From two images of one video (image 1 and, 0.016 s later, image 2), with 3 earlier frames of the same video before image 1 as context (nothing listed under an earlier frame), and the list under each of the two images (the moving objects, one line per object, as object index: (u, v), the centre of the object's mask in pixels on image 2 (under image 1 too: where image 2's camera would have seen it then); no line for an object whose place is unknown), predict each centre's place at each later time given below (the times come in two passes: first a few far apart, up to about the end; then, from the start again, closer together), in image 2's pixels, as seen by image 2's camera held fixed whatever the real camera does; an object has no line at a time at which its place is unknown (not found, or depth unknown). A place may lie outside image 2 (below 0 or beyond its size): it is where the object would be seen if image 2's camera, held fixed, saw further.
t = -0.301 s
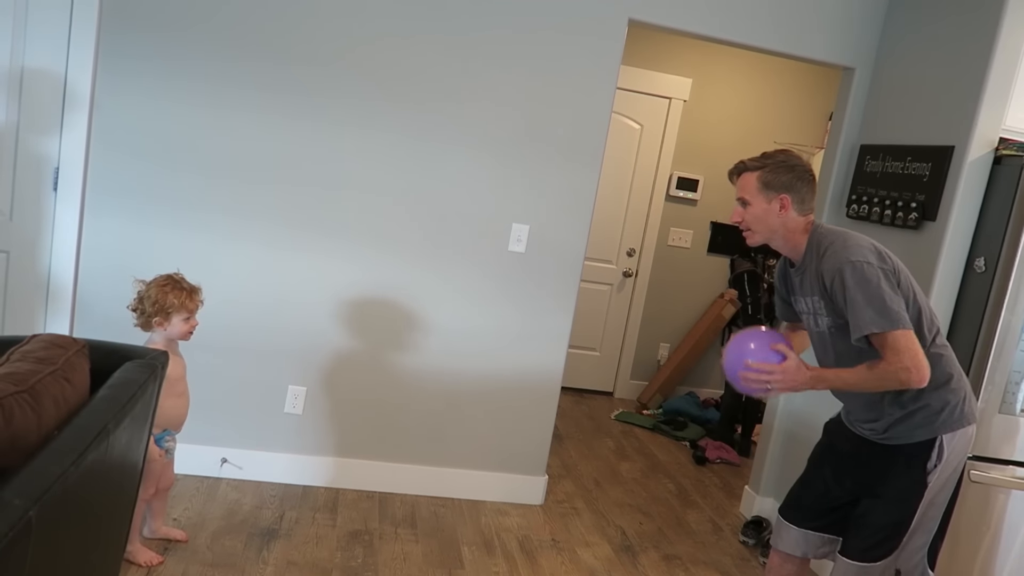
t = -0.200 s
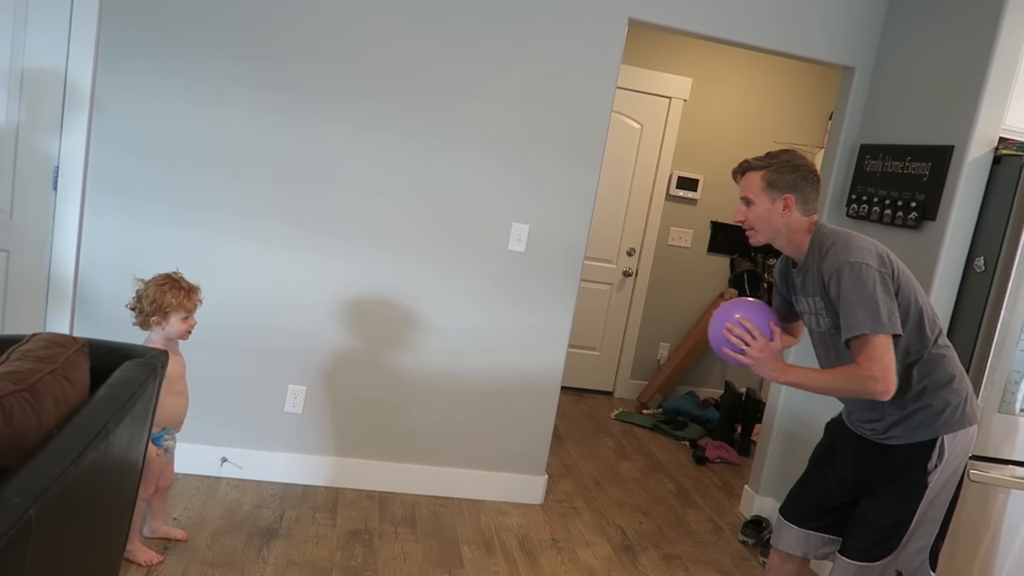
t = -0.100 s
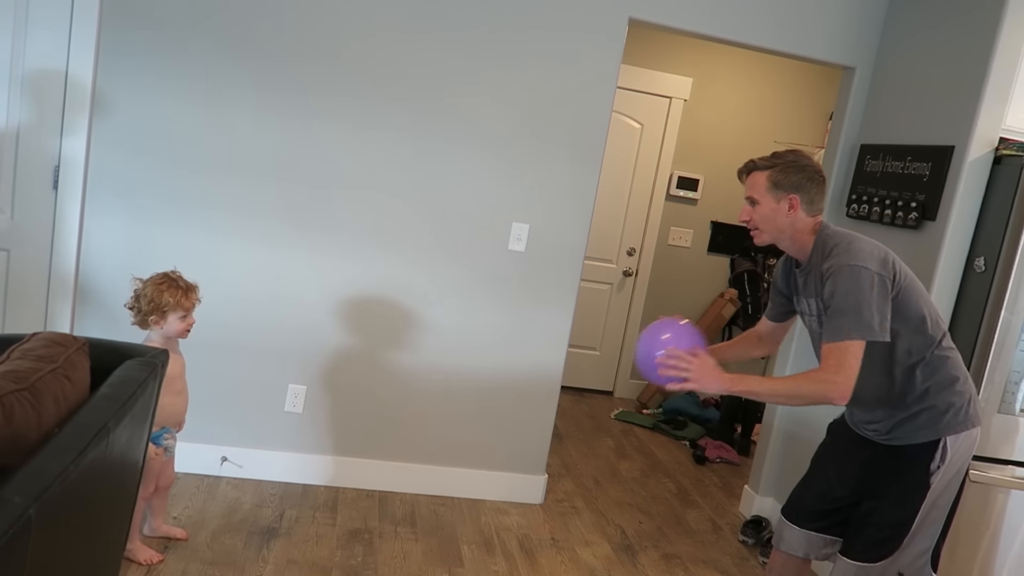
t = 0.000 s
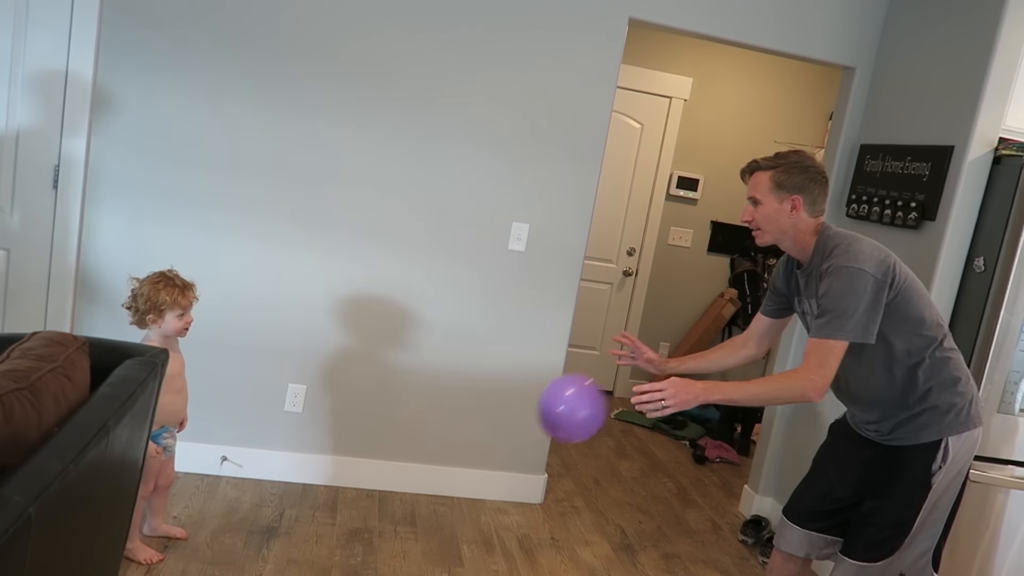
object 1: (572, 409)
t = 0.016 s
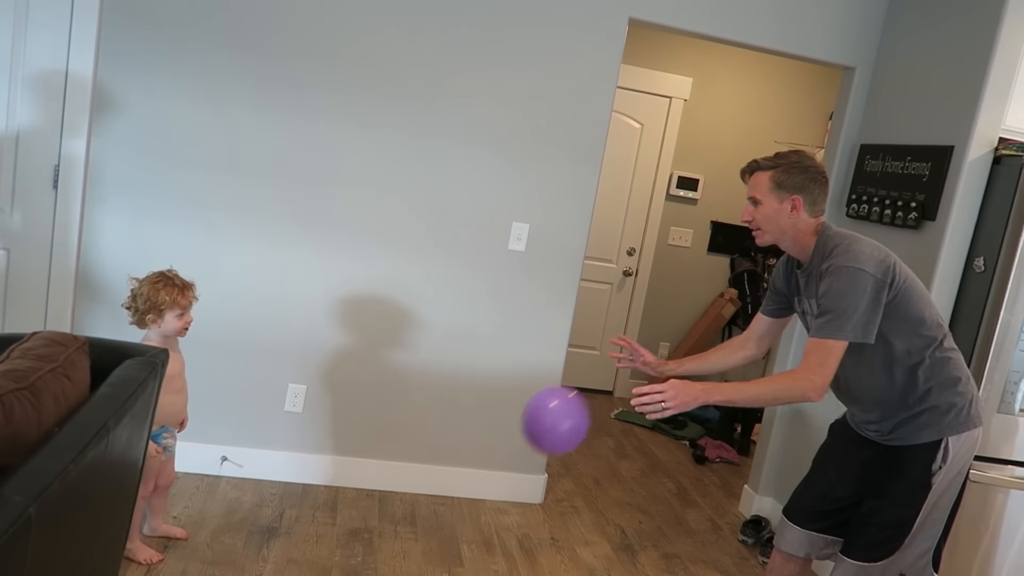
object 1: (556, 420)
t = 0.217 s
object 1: (384, 554)
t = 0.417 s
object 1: (323, 410)
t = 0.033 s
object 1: (540, 433)
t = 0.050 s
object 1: (523, 445)
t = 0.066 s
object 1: (508, 459)
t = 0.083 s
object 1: (492, 473)
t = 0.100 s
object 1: (476, 488)
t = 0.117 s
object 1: (460, 504)
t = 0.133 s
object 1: (445, 519)
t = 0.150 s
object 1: (430, 536)
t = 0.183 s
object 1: (401, 558)
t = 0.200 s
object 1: (389, 563)
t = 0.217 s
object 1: (384, 554)
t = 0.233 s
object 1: (379, 544)
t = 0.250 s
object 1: (374, 528)
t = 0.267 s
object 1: (369, 512)
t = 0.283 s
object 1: (365, 498)
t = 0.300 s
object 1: (360, 484)
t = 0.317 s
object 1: (355, 471)
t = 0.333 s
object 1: (350, 458)
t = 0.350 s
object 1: (344, 447)
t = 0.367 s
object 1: (339, 437)
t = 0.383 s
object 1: (334, 427)
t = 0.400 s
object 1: (329, 418)
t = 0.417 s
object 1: (323, 410)
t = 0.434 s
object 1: (318, 402)
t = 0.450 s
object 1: (312, 395)
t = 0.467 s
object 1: (307, 390)
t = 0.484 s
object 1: (301, 384)
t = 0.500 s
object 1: (296, 380)
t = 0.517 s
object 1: (290, 376)
